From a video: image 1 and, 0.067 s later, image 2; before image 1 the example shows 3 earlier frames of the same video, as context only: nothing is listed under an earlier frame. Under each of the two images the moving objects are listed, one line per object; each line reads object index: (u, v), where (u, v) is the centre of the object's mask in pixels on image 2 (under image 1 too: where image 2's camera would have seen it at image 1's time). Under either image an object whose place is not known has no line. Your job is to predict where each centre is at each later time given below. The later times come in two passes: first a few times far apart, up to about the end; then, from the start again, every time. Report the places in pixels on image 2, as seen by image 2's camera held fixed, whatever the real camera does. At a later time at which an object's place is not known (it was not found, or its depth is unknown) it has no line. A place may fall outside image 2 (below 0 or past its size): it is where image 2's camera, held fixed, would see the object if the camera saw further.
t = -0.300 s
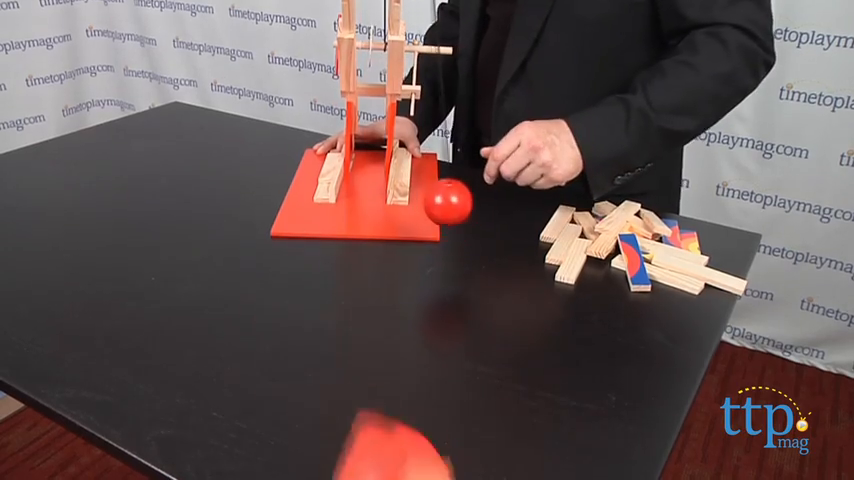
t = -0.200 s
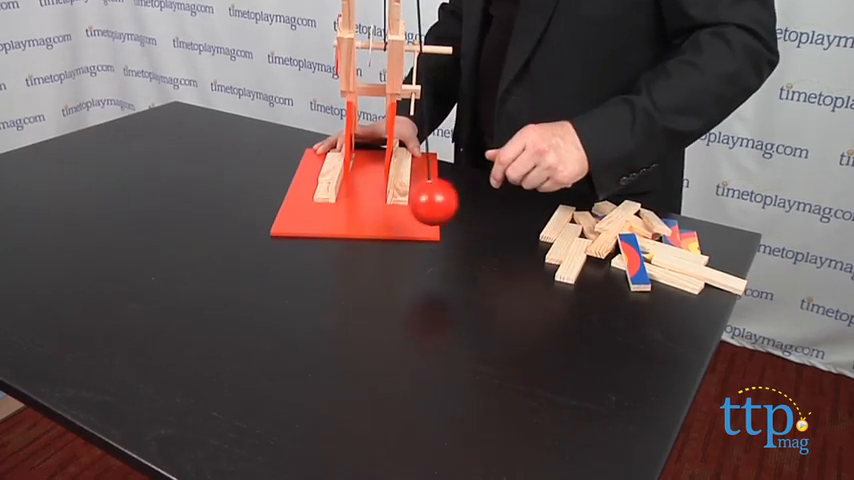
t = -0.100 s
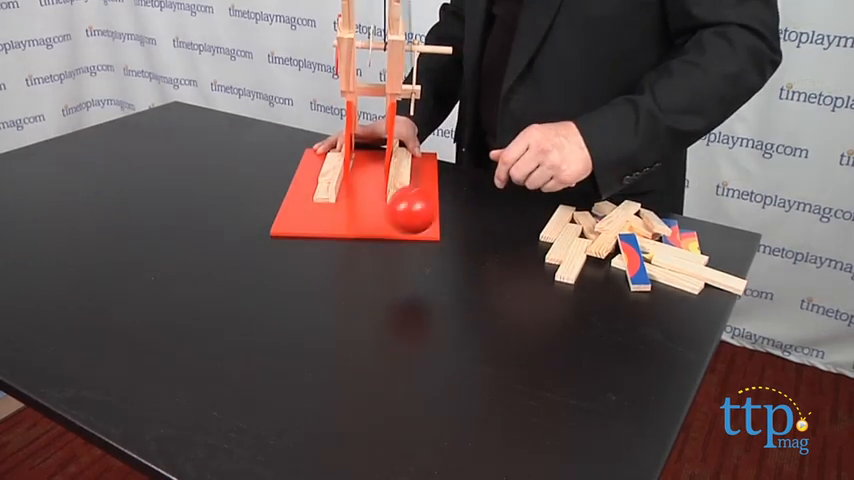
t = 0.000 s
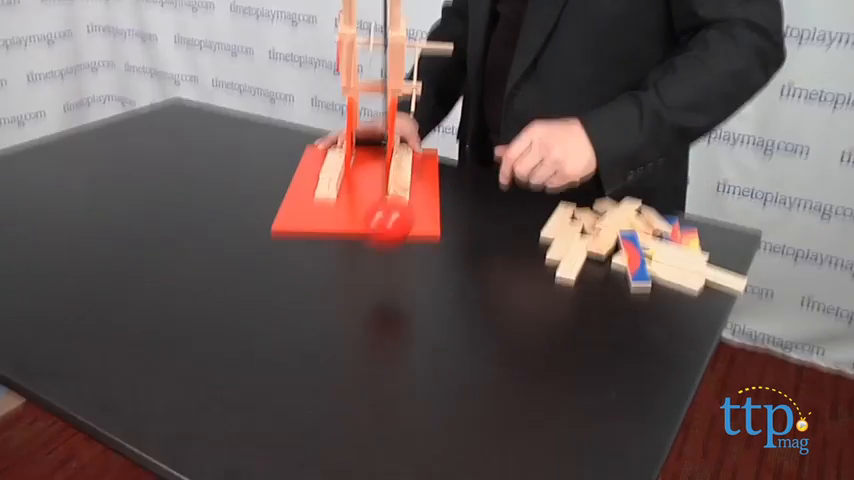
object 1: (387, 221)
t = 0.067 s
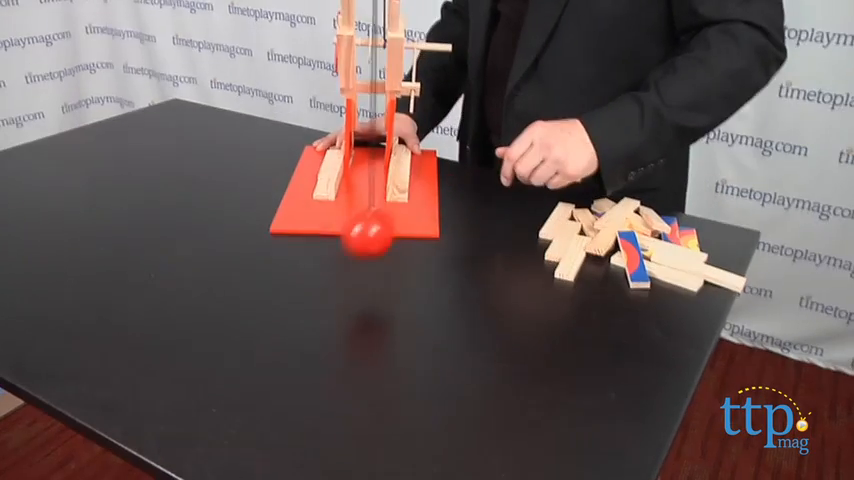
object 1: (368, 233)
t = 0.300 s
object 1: (310, 278)
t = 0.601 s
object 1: (310, 311)
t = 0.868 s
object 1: (388, 292)
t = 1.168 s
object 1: (448, 228)
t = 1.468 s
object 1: (430, 201)
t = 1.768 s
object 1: (359, 239)
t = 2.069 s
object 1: (303, 294)
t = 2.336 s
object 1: (331, 312)
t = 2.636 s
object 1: (416, 274)
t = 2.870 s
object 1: (446, 224)
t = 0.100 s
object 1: (359, 241)
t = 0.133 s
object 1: (349, 247)
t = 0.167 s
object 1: (340, 253)
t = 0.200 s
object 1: (331, 260)
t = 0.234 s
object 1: (323, 266)
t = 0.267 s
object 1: (316, 272)
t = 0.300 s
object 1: (310, 278)
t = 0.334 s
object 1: (304, 284)
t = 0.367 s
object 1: (300, 289)
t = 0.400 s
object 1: (297, 294)
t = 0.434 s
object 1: (295, 298)
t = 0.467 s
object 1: (295, 302)
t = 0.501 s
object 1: (297, 306)
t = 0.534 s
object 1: (300, 308)
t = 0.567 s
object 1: (304, 310)
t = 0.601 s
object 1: (310, 311)
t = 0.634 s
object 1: (317, 312)
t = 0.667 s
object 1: (326, 311)
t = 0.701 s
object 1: (335, 310)
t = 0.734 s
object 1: (345, 308)
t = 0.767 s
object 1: (356, 305)
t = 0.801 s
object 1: (367, 302)
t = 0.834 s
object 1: (378, 297)
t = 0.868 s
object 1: (388, 292)
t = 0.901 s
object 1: (398, 286)
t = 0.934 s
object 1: (408, 279)
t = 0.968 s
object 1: (416, 273)
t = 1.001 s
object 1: (424, 265)
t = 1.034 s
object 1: (431, 258)
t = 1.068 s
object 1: (437, 251)
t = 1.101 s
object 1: (442, 243)
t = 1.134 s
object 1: (446, 235)
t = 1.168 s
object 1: (448, 228)
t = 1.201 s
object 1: (450, 222)
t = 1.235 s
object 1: (450, 216)
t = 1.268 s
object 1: (450, 211)
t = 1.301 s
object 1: (448, 207)
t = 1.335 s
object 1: (446, 204)
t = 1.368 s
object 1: (443, 202)
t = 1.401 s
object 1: (440, 201)
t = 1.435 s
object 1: (435, 200)
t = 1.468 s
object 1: (430, 201)
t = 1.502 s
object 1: (423, 203)
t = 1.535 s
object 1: (415, 205)
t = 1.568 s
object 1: (408, 208)
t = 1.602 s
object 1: (401, 211)
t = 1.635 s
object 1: (392, 216)
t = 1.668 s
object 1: (385, 221)
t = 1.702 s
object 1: (377, 227)
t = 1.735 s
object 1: (367, 233)
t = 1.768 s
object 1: (359, 239)
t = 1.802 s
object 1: (350, 246)
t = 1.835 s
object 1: (341, 253)
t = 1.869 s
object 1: (334, 259)
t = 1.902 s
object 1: (326, 265)
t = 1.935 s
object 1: (320, 271)
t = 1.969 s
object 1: (314, 277)
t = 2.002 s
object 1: (309, 283)
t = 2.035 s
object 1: (305, 288)
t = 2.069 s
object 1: (303, 294)
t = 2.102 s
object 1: (302, 298)
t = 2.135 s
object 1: (302, 302)
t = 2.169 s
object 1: (303, 306)
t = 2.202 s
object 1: (306, 308)
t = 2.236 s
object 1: (310, 310)
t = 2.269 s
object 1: (316, 311)
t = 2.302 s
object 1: (323, 312)
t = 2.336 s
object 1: (331, 312)
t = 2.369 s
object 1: (340, 311)
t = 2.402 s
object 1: (350, 308)
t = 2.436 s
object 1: (360, 306)
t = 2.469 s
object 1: (370, 302)
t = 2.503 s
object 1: (380, 298)
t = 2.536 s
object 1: (390, 293)
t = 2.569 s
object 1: (399, 287)
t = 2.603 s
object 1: (408, 280)
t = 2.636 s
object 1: (416, 274)
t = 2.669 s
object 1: (423, 266)
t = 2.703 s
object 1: (430, 260)
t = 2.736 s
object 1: (435, 252)
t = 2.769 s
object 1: (440, 245)
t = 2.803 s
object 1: (444, 238)
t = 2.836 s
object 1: (446, 231)
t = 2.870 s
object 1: (446, 224)
